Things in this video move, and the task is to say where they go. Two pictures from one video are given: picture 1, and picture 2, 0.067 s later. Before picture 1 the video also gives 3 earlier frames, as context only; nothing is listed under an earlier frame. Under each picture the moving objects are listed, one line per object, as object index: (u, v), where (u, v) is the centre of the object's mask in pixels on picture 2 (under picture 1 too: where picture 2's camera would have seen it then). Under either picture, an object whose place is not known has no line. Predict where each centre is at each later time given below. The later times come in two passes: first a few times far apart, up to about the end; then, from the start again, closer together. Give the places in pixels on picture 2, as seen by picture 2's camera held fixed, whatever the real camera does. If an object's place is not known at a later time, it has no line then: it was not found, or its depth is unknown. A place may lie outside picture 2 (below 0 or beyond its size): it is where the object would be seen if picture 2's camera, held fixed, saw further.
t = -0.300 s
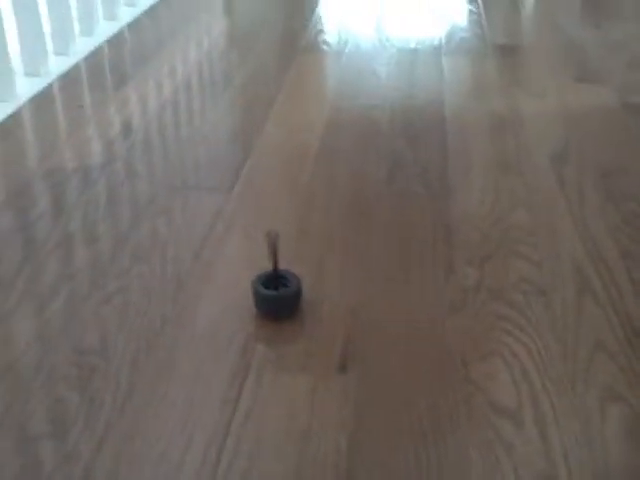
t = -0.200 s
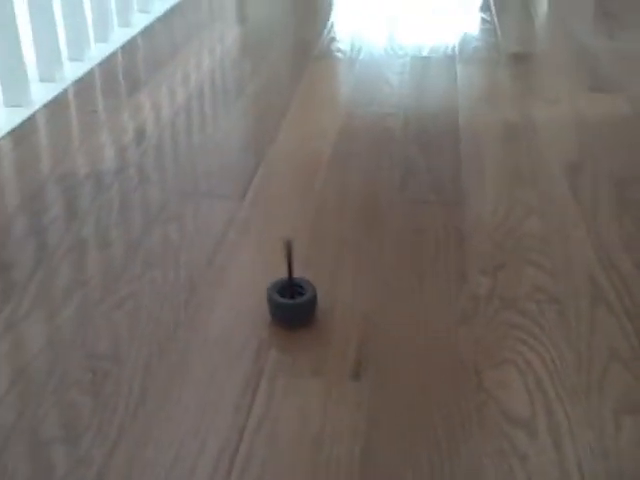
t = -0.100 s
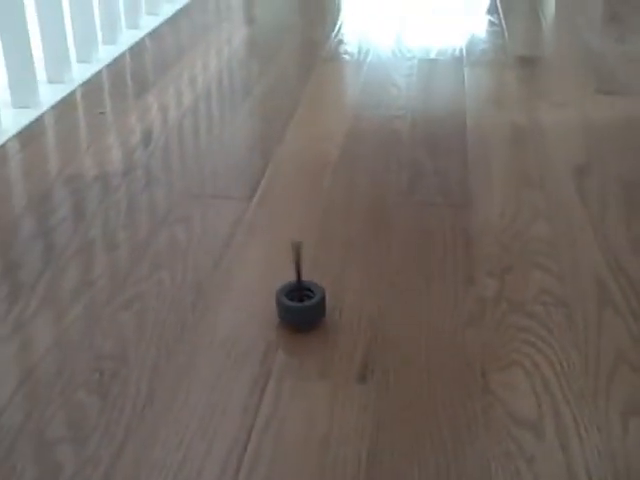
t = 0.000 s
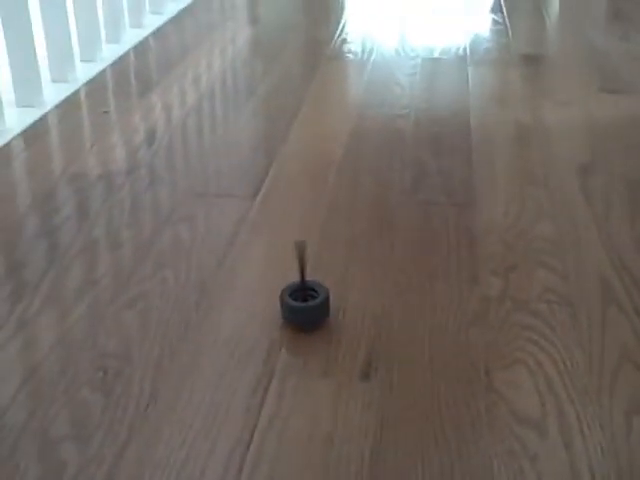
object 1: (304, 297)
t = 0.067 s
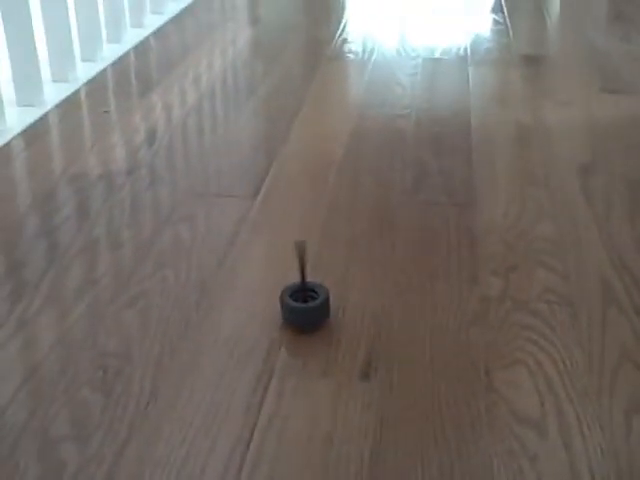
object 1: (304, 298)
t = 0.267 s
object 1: (305, 304)
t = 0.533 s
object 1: (300, 310)
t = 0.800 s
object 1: (293, 316)
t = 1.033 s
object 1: (282, 320)
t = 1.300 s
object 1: (269, 327)
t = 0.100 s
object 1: (305, 300)
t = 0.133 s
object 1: (305, 301)
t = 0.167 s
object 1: (305, 302)
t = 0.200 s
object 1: (305, 302)
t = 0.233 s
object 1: (305, 304)
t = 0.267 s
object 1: (305, 304)
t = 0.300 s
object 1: (304, 305)
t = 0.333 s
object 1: (304, 306)
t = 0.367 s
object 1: (304, 307)
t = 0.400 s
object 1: (303, 308)
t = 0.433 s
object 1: (303, 309)
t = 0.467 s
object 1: (302, 309)
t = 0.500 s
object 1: (301, 309)
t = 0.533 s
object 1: (300, 310)
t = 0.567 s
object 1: (299, 311)
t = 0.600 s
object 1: (299, 312)
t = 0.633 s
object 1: (298, 312)
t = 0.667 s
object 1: (297, 313)
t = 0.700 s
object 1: (296, 314)
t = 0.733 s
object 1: (295, 315)
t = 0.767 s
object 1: (294, 315)
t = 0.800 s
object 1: (293, 316)
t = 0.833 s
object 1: (292, 317)
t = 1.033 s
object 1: (282, 320)
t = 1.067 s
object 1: (280, 320)
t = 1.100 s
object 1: (279, 320)
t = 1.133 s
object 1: (277, 322)
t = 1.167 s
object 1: (276, 322)
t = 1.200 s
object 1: (274, 324)
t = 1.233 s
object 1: (273, 325)
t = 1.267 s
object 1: (270, 326)
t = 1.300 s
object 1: (269, 327)
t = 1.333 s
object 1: (266, 328)
